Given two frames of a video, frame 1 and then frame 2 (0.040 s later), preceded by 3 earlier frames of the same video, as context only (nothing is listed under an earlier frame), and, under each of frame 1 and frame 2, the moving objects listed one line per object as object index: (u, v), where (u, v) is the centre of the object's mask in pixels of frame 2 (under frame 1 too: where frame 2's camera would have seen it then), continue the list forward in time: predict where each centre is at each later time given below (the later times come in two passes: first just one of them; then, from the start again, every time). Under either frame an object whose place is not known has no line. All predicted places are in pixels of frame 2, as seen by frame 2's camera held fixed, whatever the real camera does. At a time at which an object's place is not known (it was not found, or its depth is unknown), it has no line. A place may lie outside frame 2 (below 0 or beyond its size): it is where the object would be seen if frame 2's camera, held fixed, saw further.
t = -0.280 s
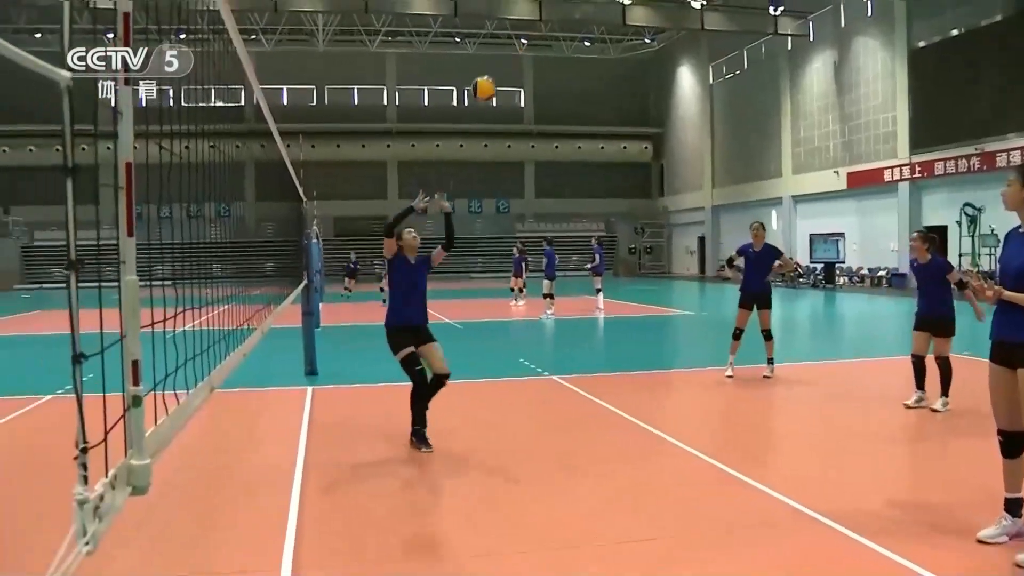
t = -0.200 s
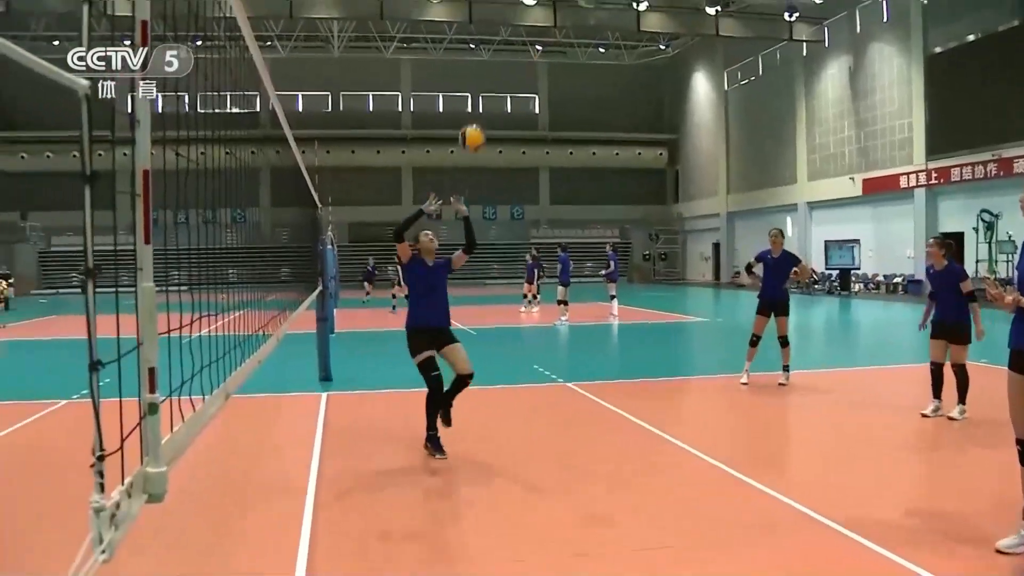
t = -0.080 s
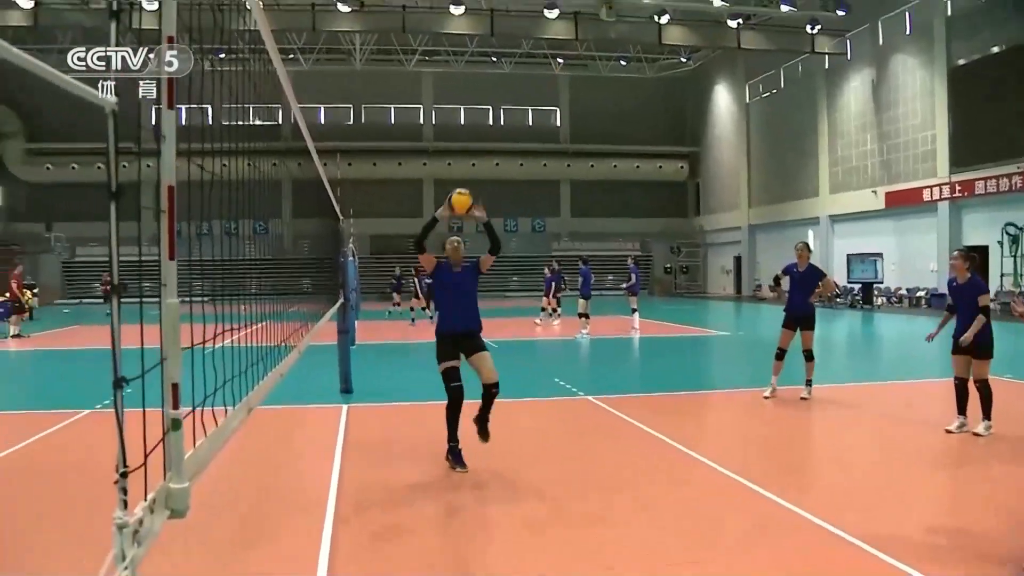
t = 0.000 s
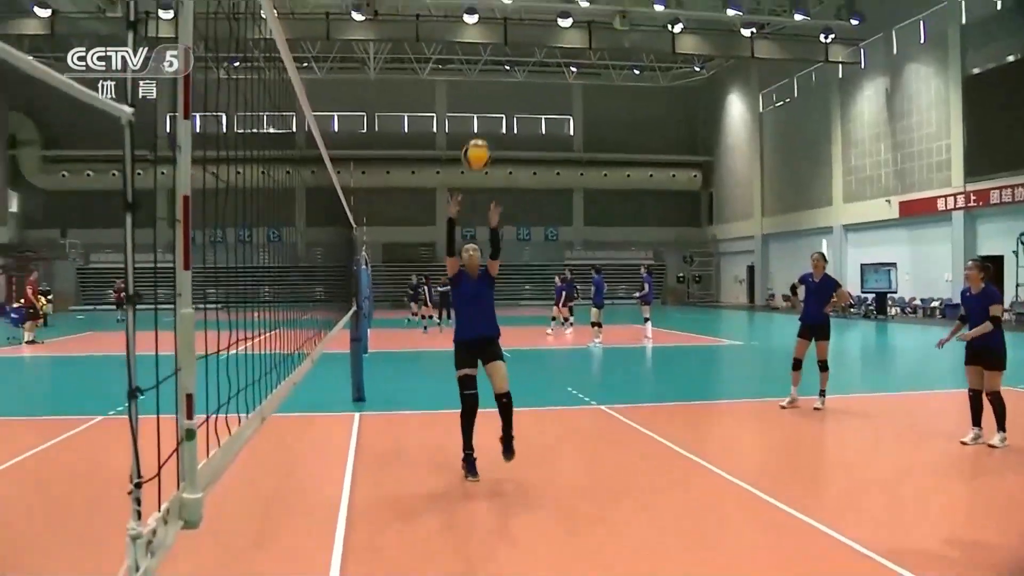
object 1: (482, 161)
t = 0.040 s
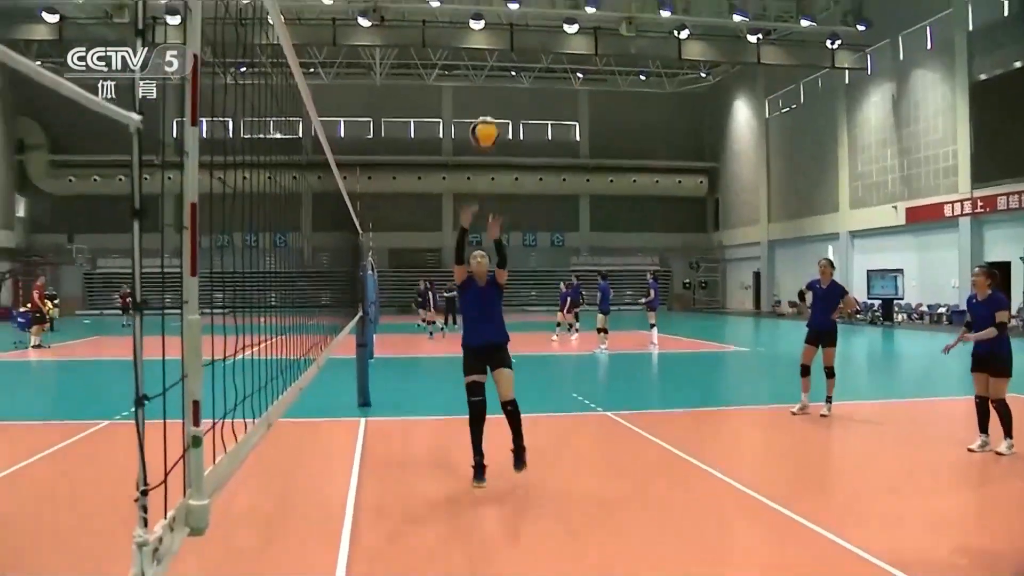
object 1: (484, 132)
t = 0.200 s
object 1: (497, 25)
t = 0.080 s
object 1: (487, 104)
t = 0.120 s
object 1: (490, 77)
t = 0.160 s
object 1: (493, 52)
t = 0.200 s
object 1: (497, 25)
